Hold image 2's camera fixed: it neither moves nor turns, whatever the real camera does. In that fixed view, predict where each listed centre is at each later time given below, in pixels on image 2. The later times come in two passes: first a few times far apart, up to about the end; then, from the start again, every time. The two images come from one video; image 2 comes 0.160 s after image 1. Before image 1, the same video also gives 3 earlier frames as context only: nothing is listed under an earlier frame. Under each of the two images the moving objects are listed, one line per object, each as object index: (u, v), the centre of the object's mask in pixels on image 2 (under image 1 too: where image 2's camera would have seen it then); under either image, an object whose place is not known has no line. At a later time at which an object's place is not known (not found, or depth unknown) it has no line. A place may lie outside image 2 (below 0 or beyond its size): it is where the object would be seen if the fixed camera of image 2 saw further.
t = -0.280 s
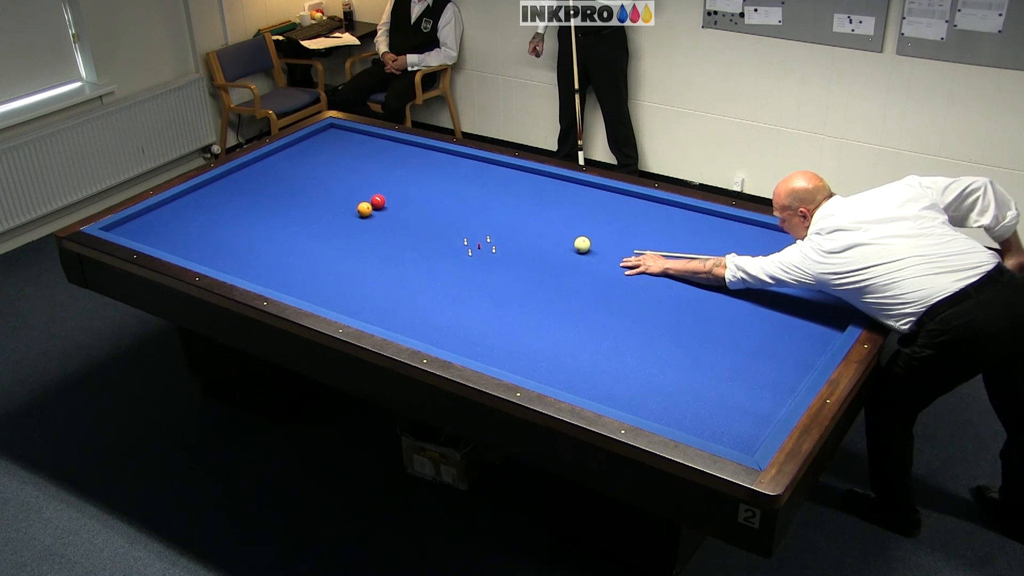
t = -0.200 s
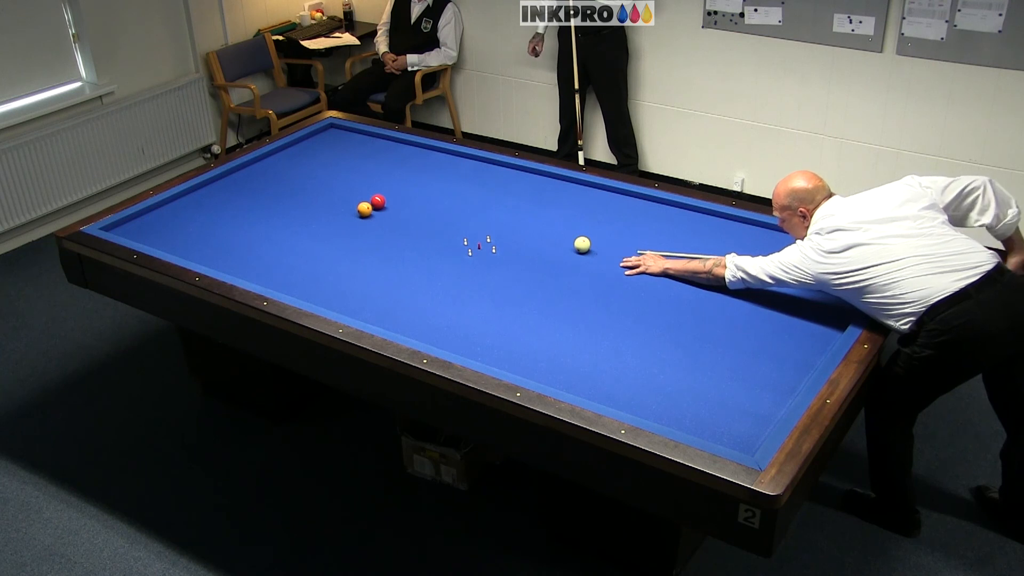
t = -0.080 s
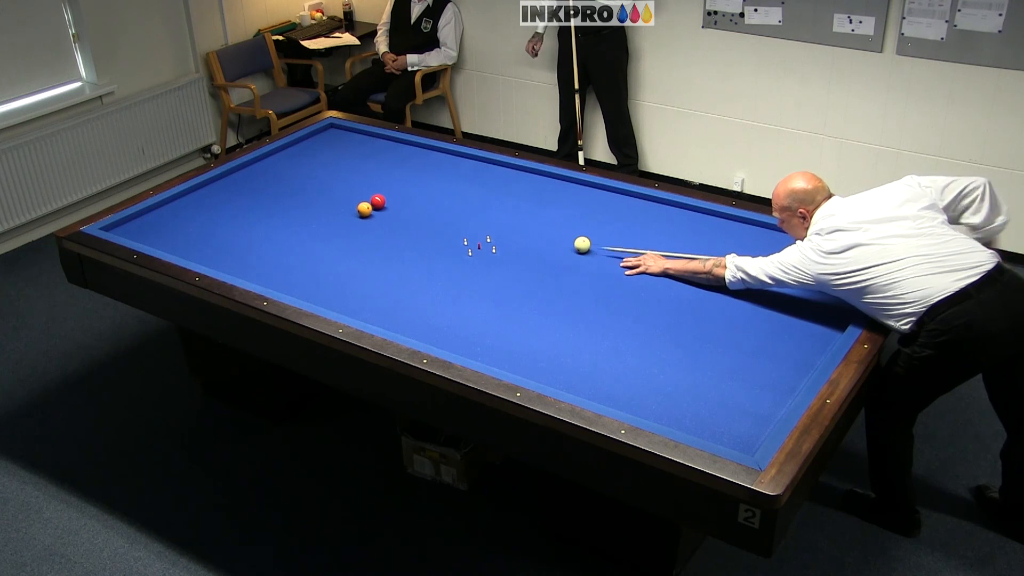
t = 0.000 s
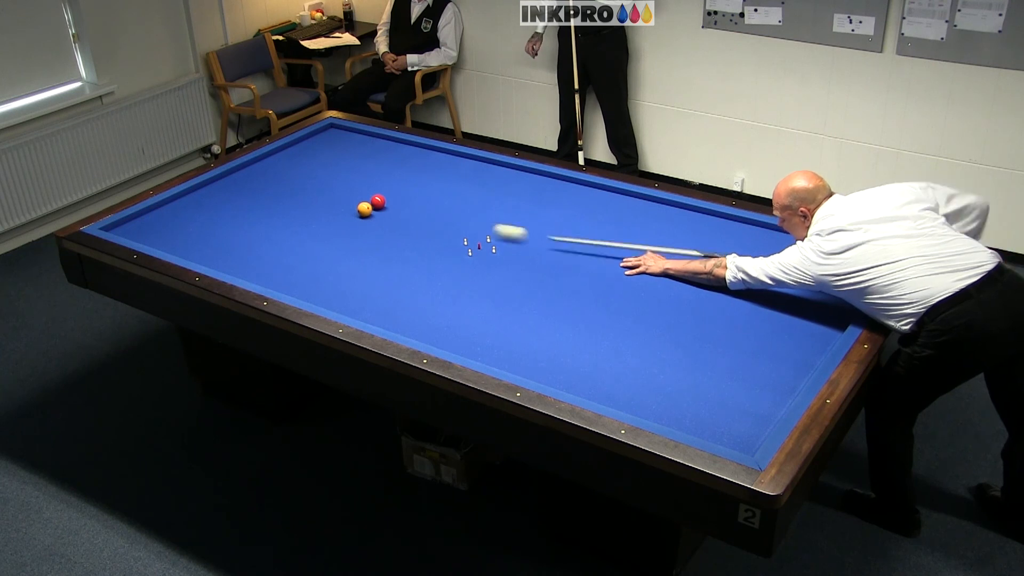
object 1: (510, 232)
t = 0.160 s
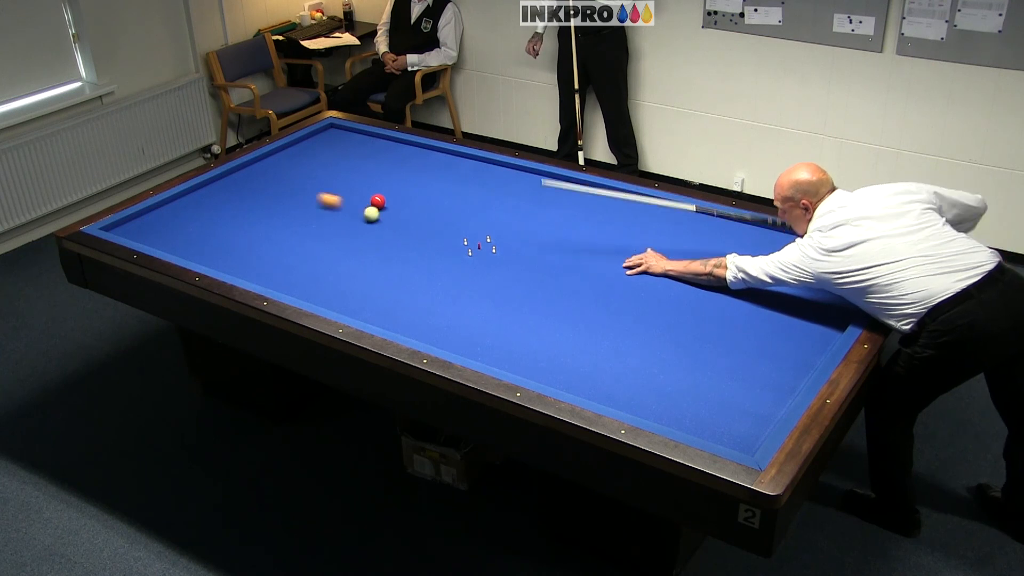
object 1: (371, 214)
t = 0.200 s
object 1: (366, 216)
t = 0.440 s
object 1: (337, 225)
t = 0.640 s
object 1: (312, 232)
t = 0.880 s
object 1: (283, 240)
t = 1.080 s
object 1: (259, 247)
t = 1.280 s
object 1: (234, 255)
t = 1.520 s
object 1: (206, 261)
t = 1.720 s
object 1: (212, 258)
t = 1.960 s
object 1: (219, 252)
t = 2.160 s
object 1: (225, 248)
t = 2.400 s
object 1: (231, 243)
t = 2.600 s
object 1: (236, 239)
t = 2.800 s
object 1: (240, 236)
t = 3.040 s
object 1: (245, 232)
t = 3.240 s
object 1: (249, 229)
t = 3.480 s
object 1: (254, 226)
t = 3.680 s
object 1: (257, 223)
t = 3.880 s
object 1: (261, 221)
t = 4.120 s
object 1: (264, 219)
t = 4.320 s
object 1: (267, 217)
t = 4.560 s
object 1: (270, 215)
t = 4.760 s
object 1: (271, 214)
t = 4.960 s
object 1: (273, 213)
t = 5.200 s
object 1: (275, 212)
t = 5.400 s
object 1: (276, 211)
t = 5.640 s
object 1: (277, 210)
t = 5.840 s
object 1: (277, 210)
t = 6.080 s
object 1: (278, 209)
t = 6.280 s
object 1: (278, 209)
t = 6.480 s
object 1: (278, 209)
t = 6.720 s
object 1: (277, 209)
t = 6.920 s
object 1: (277, 209)
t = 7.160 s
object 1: (278, 209)
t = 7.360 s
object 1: (278, 209)
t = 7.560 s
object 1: (278, 209)
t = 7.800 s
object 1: (278, 209)
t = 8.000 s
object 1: (278, 209)
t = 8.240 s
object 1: (278, 209)
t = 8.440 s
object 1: (278, 209)
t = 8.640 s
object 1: (278, 209)
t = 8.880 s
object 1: (278, 210)
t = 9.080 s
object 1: (278, 209)
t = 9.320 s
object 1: (278, 209)
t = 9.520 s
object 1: (277, 209)
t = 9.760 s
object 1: (278, 209)
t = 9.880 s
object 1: (275, 204)
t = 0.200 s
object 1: (366, 216)
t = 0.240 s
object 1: (361, 217)
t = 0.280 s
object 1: (356, 219)
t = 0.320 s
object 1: (351, 220)
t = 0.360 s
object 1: (347, 222)
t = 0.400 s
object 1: (341, 223)
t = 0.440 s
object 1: (337, 225)
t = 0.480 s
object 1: (332, 226)
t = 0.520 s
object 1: (327, 227)
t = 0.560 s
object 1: (322, 229)
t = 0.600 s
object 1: (317, 230)
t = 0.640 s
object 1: (312, 232)
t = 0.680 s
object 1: (307, 233)
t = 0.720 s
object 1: (302, 234)
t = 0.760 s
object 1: (298, 236)
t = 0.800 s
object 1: (293, 237)
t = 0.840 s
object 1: (288, 239)
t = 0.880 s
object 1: (283, 240)
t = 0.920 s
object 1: (278, 242)
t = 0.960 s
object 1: (273, 243)
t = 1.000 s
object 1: (268, 244)
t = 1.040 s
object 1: (263, 246)
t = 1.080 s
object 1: (259, 247)
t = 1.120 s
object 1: (254, 249)
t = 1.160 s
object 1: (249, 250)
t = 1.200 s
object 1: (244, 251)
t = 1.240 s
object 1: (239, 253)
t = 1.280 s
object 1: (234, 255)
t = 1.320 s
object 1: (229, 256)
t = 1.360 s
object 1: (224, 257)
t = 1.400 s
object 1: (220, 259)
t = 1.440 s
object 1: (215, 260)
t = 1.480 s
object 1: (210, 261)
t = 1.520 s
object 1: (206, 261)
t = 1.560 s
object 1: (206, 261)
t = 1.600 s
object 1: (208, 260)
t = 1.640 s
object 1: (209, 259)
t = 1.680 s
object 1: (211, 259)
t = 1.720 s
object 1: (212, 258)
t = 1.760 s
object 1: (213, 257)
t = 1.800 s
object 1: (214, 255)
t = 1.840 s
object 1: (215, 255)
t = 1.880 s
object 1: (216, 254)
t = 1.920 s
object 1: (218, 253)
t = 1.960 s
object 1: (219, 252)
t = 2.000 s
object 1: (220, 251)
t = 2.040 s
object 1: (221, 250)
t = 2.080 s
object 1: (222, 250)
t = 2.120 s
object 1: (223, 249)
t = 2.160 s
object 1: (225, 248)
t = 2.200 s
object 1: (226, 247)
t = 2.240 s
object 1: (227, 246)
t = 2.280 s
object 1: (228, 245)
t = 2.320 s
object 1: (229, 245)
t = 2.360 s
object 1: (230, 244)
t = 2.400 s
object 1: (231, 243)
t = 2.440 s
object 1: (232, 242)
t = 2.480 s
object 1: (233, 241)
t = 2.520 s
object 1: (234, 241)
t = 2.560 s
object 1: (235, 240)
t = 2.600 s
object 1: (236, 239)
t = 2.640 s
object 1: (237, 239)
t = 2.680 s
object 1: (238, 238)
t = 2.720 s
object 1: (238, 237)
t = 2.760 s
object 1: (239, 236)
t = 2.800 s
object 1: (240, 236)
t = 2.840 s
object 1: (241, 235)
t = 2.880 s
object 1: (242, 234)
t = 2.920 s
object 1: (243, 234)
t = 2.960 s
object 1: (244, 233)
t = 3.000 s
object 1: (245, 232)
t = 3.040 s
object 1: (245, 232)
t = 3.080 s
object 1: (246, 231)
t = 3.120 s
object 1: (247, 231)
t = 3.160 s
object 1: (248, 230)
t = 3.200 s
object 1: (249, 230)
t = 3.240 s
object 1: (249, 229)
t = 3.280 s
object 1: (250, 228)
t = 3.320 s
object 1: (251, 228)
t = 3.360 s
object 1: (252, 227)
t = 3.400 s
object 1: (252, 227)
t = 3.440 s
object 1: (253, 226)
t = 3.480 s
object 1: (254, 226)
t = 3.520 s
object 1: (255, 225)
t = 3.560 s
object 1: (255, 225)
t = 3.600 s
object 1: (256, 224)
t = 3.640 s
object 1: (257, 224)
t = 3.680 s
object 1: (257, 223)
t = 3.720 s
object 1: (258, 223)
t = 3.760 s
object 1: (259, 222)
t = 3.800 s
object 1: (259, 222)
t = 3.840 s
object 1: (260, 221)
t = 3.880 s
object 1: (261, 221)
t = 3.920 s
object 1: (261, 221)
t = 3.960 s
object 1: (262, 220)
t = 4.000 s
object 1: (262, 220)
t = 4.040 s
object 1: (263, 220)
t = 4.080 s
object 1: (263, 219)
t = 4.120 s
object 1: (264, 219)
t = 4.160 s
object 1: (265, 218)
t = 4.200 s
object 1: (265, 218)
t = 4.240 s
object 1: (266, 218)
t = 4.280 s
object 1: (266, 217)
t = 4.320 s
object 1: (267, 217)
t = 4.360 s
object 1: (267, 217)
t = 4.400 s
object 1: (268, 216)
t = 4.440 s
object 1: (268, 216)
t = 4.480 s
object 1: (268, 216)
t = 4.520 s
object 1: (269, 215)
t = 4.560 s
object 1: (270, 215)
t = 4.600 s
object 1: (270, 215)
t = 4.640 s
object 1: (270, 215)
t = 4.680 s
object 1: (271, 214)
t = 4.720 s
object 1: (271, 214)
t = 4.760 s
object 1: (271, 214)
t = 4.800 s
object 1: (272, 214)
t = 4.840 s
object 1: (272, 213)
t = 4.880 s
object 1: (272, 213)
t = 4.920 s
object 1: (273, 213)
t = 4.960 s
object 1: (273, 213)
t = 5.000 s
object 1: (273, 212)
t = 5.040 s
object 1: (274, 212)
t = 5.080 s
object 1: (274, 212)
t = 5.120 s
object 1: (274, 212)
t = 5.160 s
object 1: (274, 212)
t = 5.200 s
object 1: (275, 212)
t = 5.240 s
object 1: (275, 211)
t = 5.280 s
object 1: (275, 211)
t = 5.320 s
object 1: (275, 211)
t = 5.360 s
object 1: (276, 211)
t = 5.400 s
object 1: (276, 211)
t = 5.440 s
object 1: (276, 210)
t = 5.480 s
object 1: (276, 210)
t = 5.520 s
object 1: (276, 210)
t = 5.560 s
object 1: (277, 210)
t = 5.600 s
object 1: (277, 210)
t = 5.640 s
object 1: (277, 210)
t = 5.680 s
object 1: (277, 210)
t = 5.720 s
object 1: (277, 210)
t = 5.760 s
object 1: (277, 210)
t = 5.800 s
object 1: (277, 210)
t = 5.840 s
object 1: (277, 210)
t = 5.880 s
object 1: (277, 209)
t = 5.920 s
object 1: (277, 209)
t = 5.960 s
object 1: (277, 209)
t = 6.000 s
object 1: (277, 209)
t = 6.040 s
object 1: (277, 209)
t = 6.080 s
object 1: (278, 209)
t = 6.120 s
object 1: (278, 209)
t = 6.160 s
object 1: (278, 209)
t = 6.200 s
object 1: (278, 209)
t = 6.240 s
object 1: (278, 209)
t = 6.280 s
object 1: (278, 209)
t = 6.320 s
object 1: (278, 209)
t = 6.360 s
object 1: (278, 209)
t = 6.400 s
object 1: (277, 209)
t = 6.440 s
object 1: (278, 209)
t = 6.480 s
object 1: (278, 209)
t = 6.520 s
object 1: (278, 209)
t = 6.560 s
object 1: (278, 209)
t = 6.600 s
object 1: (278, 209)
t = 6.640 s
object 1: (278, 209)
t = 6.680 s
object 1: (278, 209)
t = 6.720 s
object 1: (277, 209)
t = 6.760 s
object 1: (277, 209)
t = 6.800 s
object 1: (277, 209)
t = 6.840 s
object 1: (278, 209)
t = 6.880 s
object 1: (277, 209)
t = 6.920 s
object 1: (277, 209)
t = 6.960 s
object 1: (277, 209)
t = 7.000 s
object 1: (278, 209)
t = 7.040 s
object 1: (277, 209)
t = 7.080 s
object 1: (278, 209)
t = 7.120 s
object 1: (278, 209)
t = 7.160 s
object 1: (278, 209)
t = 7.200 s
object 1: (278, 209)
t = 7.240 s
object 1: (278, 209)
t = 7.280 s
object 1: (278, 209)
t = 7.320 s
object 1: (278, 209)
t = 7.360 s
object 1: (278, 209)
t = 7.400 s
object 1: (278, 209)
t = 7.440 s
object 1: (278, 209)
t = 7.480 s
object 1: (278, 209)
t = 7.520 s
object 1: (278, 209)
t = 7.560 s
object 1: (278, 209)
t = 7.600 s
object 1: (278, 209)
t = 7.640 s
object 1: (278, 209)
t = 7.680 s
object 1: (278, 209)
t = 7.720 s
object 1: (278, 209)
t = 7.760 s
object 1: (277, 209)
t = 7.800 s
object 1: (278, 209)
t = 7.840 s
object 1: (278, 209)
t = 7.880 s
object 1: (278, 209)
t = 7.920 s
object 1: (278, 209)
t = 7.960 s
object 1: (278, 209)
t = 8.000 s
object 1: (278, 209)
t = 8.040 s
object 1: (278, 209)
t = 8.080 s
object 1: (278, 209)
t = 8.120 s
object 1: (278, 209)
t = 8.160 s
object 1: (278, 209)
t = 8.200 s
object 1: (278, 209)
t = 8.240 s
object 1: (278, 209)
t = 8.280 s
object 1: (278, 209)
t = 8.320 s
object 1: (278, 209)
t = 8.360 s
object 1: (278, 209)
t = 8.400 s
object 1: (278, 209)
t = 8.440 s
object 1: (278, 209)
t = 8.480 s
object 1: (278, 209)
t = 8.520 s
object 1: (278, 209)
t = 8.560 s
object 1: (278, 209)
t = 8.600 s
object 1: (278, 209)
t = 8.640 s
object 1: (278, 209)
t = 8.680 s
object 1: (278, 209)
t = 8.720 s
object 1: (278, 209)
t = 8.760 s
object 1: (278, 209)
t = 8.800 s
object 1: (278, 210)
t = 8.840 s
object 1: (278, 210)
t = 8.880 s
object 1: (278, 210)
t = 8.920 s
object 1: (278, 209)
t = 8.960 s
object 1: (278, 209)
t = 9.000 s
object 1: (278, 209)
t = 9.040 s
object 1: (278, 209)
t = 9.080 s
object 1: (278, 209)
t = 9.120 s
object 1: (278, 209)
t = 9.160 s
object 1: (278, 209)
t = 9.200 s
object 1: (277, 209)
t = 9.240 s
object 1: (278, 209)
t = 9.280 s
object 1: (278, 209)
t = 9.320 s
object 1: (278, 209)
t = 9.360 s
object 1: (277, 209)
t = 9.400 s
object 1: (278, 209)
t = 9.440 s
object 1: (278, 209)
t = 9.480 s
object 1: (277, 209)
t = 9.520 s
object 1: (277, 209)
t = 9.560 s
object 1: (278, 209)
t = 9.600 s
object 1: (278, 209)
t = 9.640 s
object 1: (277, 209)
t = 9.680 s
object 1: (277, 209)
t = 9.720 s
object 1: (275, 210)
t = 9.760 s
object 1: (278, 209)
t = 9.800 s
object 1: (279, 209)
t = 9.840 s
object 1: (278, 208)
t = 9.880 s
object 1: (275, 204)
